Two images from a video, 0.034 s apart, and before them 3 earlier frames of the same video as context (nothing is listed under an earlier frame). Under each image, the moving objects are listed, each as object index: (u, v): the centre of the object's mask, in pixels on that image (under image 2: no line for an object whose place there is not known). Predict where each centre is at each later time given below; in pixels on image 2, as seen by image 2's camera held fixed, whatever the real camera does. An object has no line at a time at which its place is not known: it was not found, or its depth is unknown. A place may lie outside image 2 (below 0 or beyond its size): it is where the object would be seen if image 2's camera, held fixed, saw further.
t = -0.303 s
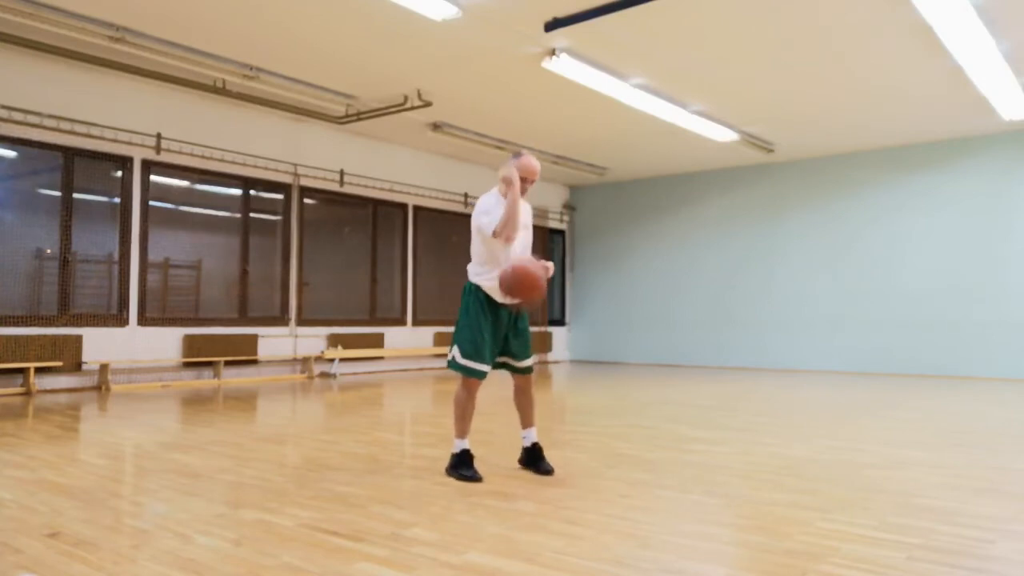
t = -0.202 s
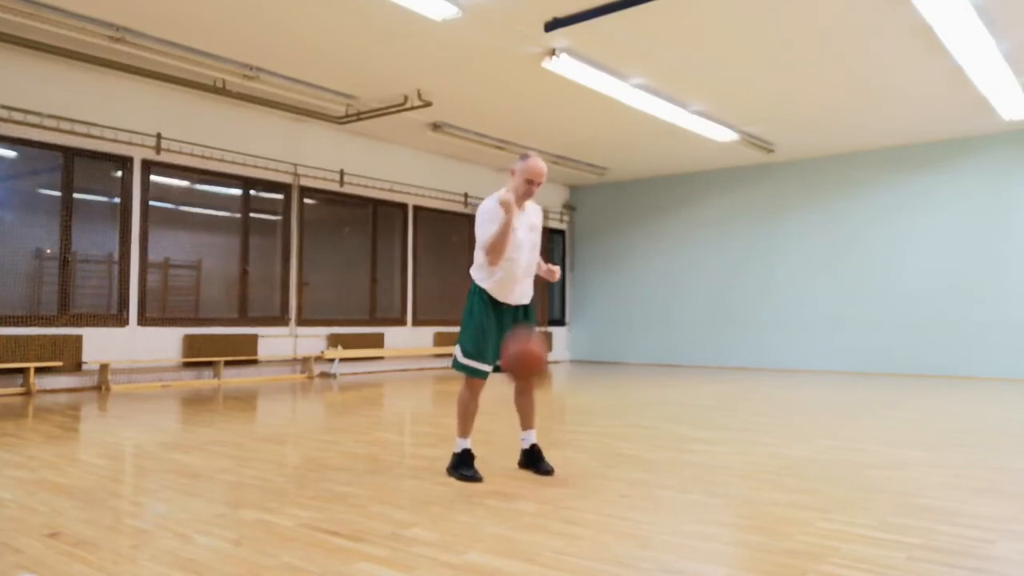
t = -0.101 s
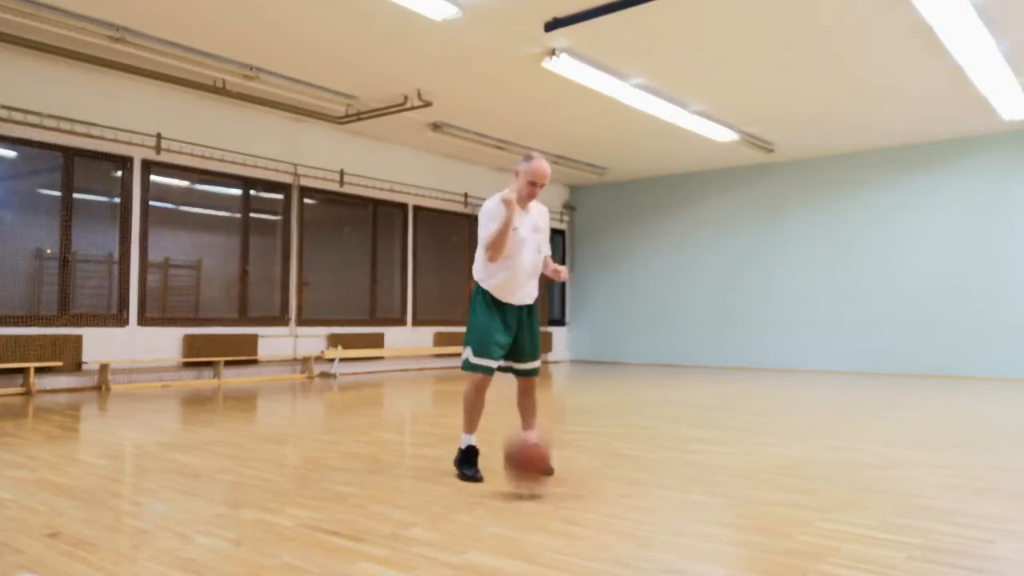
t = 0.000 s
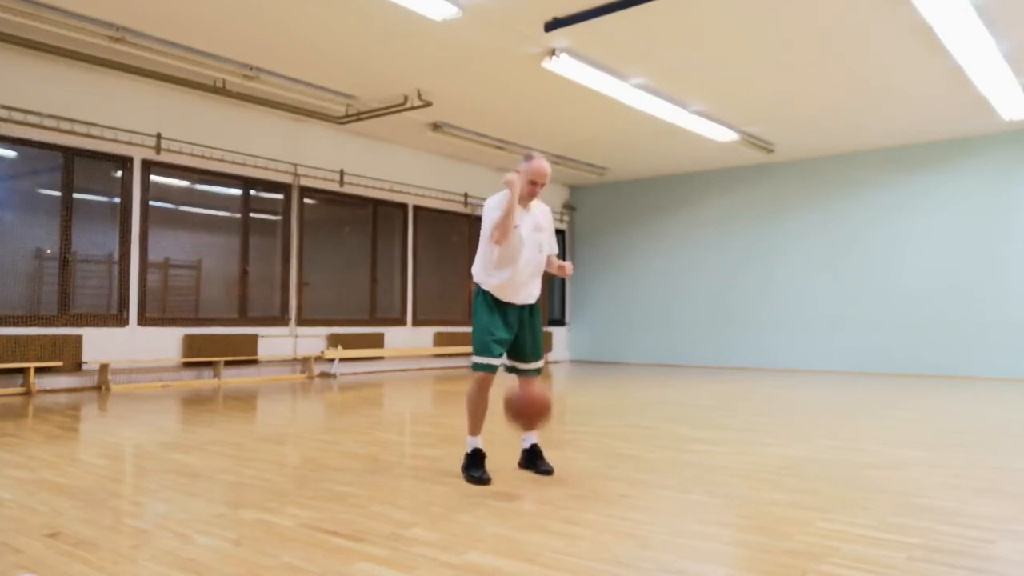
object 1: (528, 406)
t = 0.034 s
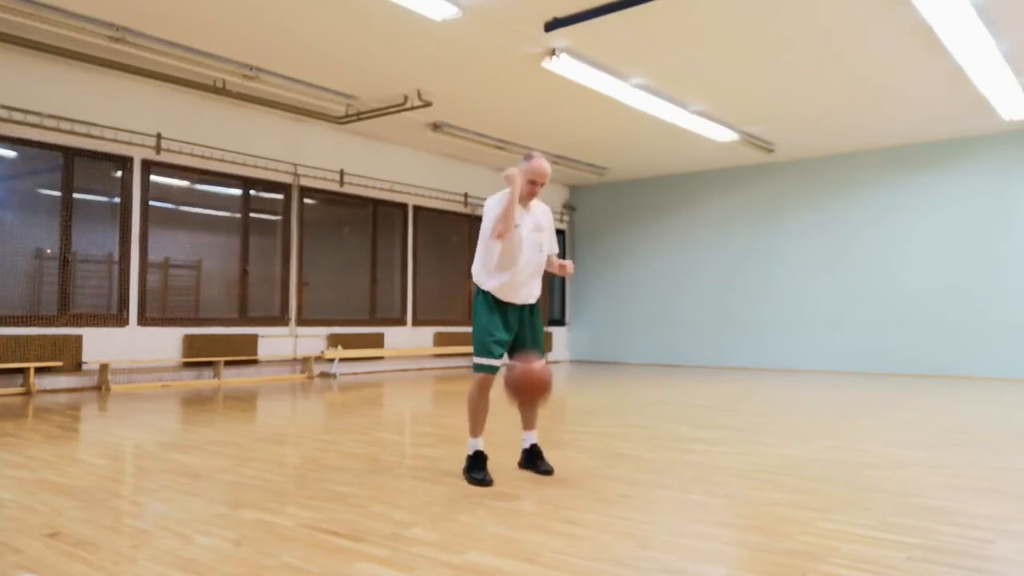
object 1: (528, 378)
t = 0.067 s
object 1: (528, 358)
